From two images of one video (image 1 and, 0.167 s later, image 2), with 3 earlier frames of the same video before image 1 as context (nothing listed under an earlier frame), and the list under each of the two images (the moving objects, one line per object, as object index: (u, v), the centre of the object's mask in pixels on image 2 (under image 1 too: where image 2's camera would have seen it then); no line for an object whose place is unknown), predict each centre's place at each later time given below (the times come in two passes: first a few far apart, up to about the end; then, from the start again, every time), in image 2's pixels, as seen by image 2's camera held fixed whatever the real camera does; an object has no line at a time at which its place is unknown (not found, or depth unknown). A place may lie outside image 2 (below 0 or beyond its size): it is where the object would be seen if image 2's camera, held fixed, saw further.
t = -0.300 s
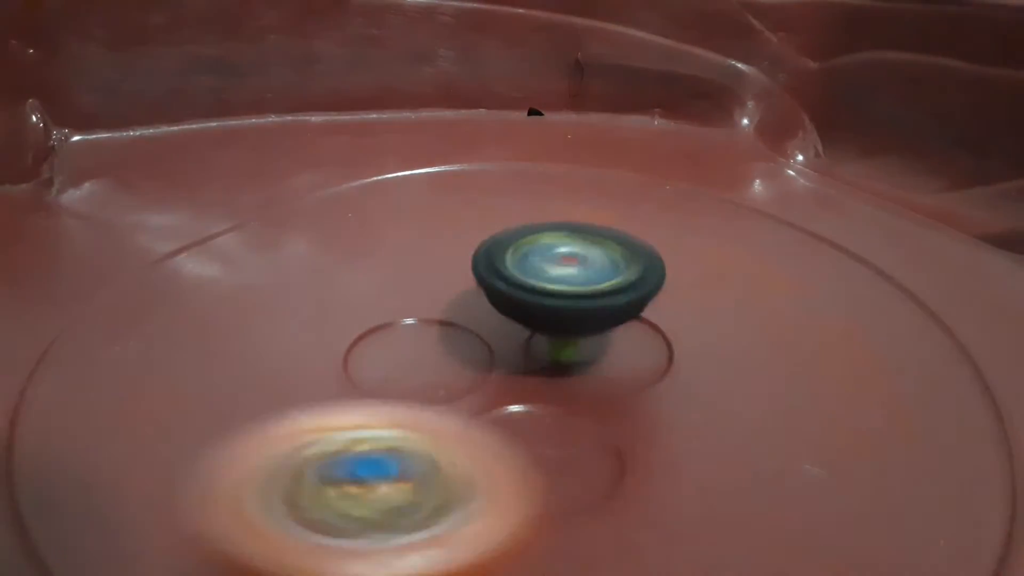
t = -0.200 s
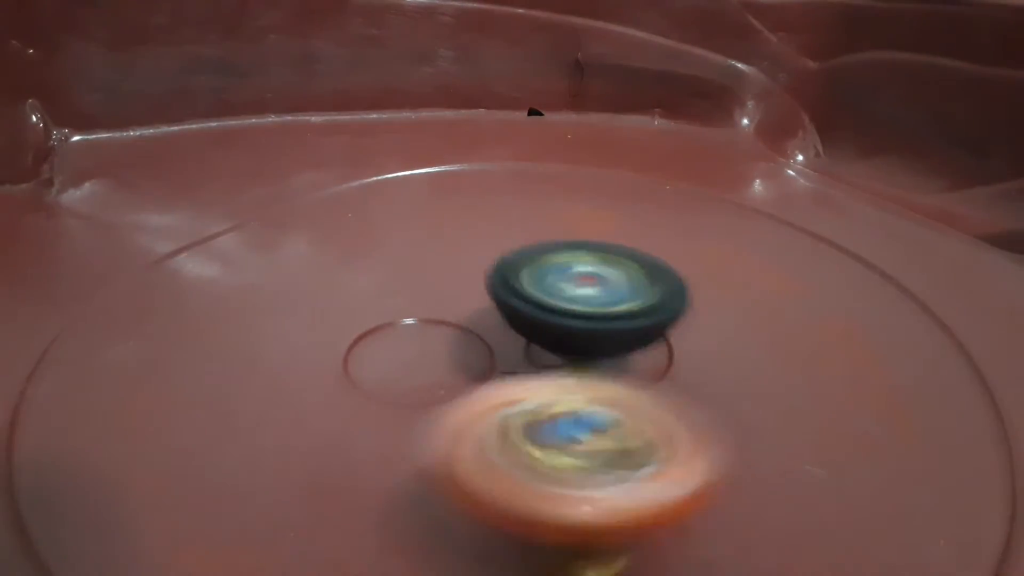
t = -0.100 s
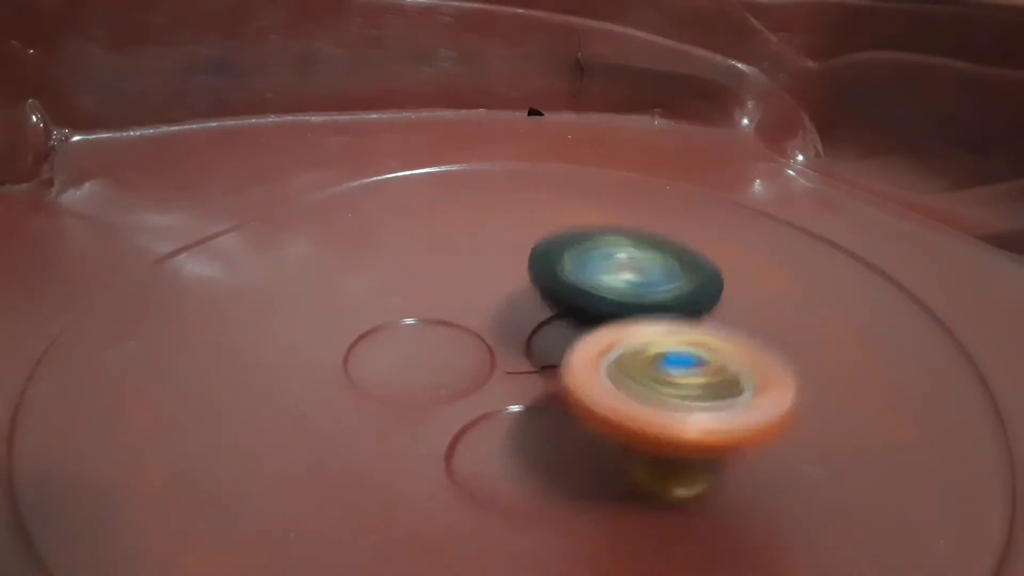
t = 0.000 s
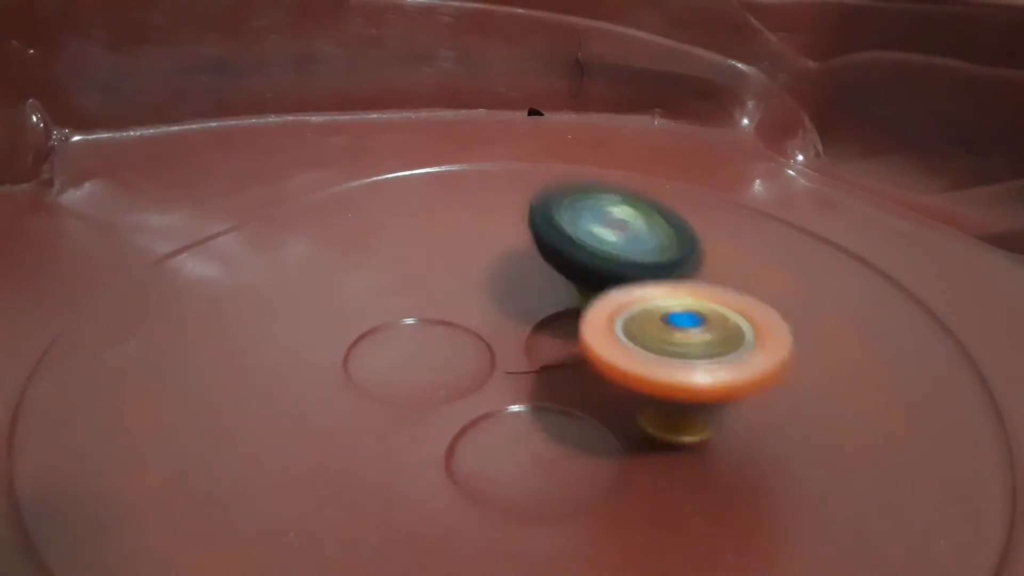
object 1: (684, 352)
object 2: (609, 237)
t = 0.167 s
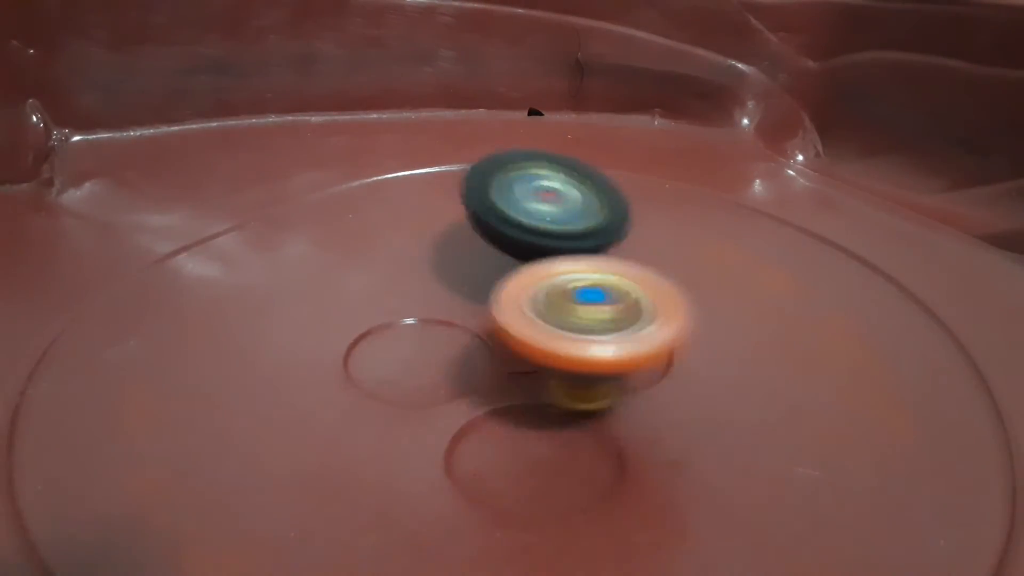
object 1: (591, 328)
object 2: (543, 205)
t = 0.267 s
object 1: (537, 328)
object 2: (516, 201)
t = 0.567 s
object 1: (633, 404)
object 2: (496, 239)
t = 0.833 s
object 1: (748, 309)
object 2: (552, 275)
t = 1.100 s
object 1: (915, 290)
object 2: (440, 239)
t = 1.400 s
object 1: (736, 368)
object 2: (363, 232)
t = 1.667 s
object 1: (579, 446)
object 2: (404, 301)
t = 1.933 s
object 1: (503, 407)
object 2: (428, 291)
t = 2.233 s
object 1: (556, 393)
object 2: (355, 263)
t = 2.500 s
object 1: (533, 363)
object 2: (356, 227)
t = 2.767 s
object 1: (588, 385)
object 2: (410, 232)
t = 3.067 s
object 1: (571, 401)
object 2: (453, 226)
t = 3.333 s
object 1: (484, 402)
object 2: (404, 280)
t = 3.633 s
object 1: (560, 410)
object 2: (394, 244)
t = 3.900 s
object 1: (489, 376)
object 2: (421, 209)
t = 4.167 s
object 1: (520, 369)
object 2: (473, 239)
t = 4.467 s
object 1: (567, 362)
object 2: (391, 293)
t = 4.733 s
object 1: (535, 414)
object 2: (352, 263)
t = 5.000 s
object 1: (523, 356)
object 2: (386, 247)
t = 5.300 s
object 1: (592, 371)
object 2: (385, 333)
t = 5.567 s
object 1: (561, 385)
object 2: (373, 315)
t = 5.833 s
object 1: (556, 377)
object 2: (434, 284)
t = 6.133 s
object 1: (514, 379)
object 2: (432, 282)
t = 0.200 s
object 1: (574, 328)
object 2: (533, 203)
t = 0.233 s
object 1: (554, 326)
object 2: (523, 202)
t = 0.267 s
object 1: (537, 328)
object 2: (516, 201)
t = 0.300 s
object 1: (513, 336)
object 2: (511, 201)
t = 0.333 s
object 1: (486, 353)
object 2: (508, 204)
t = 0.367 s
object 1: (468, 371)
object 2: (504, 206)
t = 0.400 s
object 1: (474, 394)
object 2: (501, 211)
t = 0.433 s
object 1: (498, 415)
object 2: (497, 214)
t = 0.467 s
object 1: (528, 425)
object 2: (494, 218)
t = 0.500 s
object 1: (563, 424)
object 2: (493, 224)
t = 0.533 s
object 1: (600, 416)
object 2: (494, 230)
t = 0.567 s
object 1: (633, 404)
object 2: (496, 239)
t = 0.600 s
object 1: (663, 391)
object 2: (501, 244)
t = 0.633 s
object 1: (684, 375)
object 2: (509, 252)
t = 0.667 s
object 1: (696, 356)
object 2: (519, 259)
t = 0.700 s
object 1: (701, 339)
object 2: (531, 267)
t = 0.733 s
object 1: (716, 329)
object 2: (539, 271)
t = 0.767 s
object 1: (732, 321)
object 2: (545, 272)
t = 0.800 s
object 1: (743, 314)
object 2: (547, 272)
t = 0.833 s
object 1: (748, 309)
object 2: (552, 275)
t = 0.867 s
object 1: (782, 306)
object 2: (541, 270)
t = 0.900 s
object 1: (820, 305)
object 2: (532, 255)
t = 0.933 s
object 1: (849, 302)
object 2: (520, 249)
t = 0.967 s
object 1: (873, 299)
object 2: (494, 256)
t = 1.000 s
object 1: (891, 296)
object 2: (481, 250)
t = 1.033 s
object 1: (906, 294)
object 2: (467, 246)
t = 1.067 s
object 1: (915, 292)
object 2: (454, 241)
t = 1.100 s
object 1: (915, 290)
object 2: (440, 239)
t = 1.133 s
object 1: (910, 291)
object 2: (427, 236)
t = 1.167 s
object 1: (899, 294)
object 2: (415, 233)
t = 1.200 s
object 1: (881, 301)
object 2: (405, 230)
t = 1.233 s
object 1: (861, 308)
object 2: (396, 228)
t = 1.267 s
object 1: (840, 317)
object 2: (388, 227)
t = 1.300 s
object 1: (816, 328)
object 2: (380, 227)
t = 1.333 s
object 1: (790, 342)
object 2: (373, 228)
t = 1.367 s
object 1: (763, 355)
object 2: (367, 230)
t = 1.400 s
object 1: (736, 368)
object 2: (363, 232)
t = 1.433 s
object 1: (709, 379)
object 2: (361, 236)
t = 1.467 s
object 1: (682, 391)
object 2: (362, 239)
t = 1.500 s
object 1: (659, 403)
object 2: (364, 244)
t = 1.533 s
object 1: (639, 413)
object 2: (372, 253)
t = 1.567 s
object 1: (622, 423)
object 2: (379, 259)
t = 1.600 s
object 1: (605, 432)
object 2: (388, 272)
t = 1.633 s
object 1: (591, 440)
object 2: (396, 288)
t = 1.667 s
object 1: (579, 446)
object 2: (404, 301)
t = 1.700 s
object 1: (568, 449)
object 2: (413, 308)
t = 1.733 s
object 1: (559, 449)
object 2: (423, 312)
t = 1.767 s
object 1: (549, 446)
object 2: (434, 312)
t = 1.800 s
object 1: (537, 441)
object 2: (446, 308)
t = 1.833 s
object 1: (526, 430)
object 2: (450, 303)
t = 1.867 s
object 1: (510, 421)
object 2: (442, 298)
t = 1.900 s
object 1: (500, 411)
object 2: (434, 295)
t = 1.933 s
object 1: (503, 407)
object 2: (428, 291)
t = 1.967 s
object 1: (520, 404)
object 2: (420, 287)
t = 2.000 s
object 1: (530, 393)
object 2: (412, 283)
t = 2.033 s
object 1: (540, 377)
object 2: (402, 283)
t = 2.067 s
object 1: (537, 367)
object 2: (390, 286)
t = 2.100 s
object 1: (535, 366)
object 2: (378, 286)
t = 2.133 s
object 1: (519, 366)
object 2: (367, 286)
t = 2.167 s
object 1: (520, 373)
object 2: (358, 283)
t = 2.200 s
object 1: (537, 386)
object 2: (354, 266)
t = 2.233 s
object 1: (556, 393)
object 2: (355, 263)
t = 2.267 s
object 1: (575, 393)
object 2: (357, 256)
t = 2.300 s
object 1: (593, 390)
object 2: (355, 250)
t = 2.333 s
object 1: (604, 379)
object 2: (353, 245)
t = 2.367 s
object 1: (598, 369)
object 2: (352, 241)
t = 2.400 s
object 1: (578, 361)
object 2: (352, 238)
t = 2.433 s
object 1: (557, 358)
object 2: (353, 234)
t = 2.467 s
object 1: (543, 359)
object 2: (354, 231)
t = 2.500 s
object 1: (533, 363)
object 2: (356, 227)
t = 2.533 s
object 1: (527, 370)
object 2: (361, 224)
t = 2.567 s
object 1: (514, 379)
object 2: (368, 218)
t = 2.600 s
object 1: (512, 388)
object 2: (373, 220)
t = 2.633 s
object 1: (521, 393)
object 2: (379, 220)
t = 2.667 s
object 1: (538, 397)
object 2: (386, 221)
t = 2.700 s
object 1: (558, 396)
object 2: (395, 223)
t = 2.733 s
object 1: (575, 392)
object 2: (402, 227)
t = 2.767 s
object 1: (588, 385)
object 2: (410, 232)
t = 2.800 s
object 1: (594, 372)
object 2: (418, 239)
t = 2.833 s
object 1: (588, 359)
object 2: (425, 246)
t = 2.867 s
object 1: (572, 352)
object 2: (444, 238)
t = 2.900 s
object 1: (555, 353)
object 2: (452, 242)
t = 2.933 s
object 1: (554, 383)
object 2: (454, 237)
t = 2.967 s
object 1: (564, 399)
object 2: (446, 239)
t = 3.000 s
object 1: (573, 407)
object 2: (458, 222)
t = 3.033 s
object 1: (576, 405)
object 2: (458, 223)
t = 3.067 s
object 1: (571, 401)
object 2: (453, 226)
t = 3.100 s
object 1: (562, 393)
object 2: (450, 231)
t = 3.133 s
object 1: (555, 382)
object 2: (449, 238)
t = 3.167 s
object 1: (548, 374)
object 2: (449, 241)
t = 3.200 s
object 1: (541, 370)
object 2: (449, 246)
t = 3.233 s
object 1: (515, 376)
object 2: (447, 252)
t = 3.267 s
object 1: (496, 384)
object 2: (438, 256)
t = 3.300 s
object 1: (481, 393)
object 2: (412, 272)
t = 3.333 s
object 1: (484, 402)
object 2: (404, 280)
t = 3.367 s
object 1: (506, 409)
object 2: (399, 288)
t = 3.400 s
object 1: (529, 409)
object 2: (398, 296)
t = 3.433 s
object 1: (539, 400)
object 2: (399, 302)
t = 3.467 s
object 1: (544, 390)
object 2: (397, 306)
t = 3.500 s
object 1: (543, 385)
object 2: (391, 304)
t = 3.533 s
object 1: (542, 382)
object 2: (391, 301)
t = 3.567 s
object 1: (539, 405)
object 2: (389, 281)
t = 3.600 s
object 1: (549, 412)
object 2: (391, 260)
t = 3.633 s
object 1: (560, 410)
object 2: (394, 244)
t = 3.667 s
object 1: (567, 407)
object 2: (397, 238)
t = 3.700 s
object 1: (569, 400)
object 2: (398, 231)
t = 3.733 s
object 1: (569, 391)
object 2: (398, 223)
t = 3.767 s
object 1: (563, 384)
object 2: (400, 218)
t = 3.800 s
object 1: (554, 381)
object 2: (403, 213)
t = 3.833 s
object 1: (539, 376)
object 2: (408, 210)
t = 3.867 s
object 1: (507, 379)
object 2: (414, 209)
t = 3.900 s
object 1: (489, 376)
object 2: (421, 209)
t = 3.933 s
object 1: (475, 377)
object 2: (429, 211)
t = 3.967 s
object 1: (486, 384)
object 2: (438, 215)
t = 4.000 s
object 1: (504, 388)
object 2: (444, 221)
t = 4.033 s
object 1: (524, 383)
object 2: (451, 229)
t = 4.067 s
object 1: (537, 373)
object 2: (456, 236)
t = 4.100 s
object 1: (531, 366)
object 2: (463, 235)
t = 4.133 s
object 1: (523, 358)
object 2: (467, 240)
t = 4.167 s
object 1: (520, 369)
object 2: (473, 239)
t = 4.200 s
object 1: (525, 381)
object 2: (465, 251)
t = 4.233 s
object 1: (536, 388)
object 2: (467, 254)
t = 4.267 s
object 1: (551, 394)
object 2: (476, 251)
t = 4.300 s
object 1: (567, 396)
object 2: (472, 250)
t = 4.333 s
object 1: (585, 396)
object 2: (463, 255)
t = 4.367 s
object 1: (599, 390)
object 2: (438, 278)
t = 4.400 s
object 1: (597, 380)
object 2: (419, 284)
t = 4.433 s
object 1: (581, 371)
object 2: (402, 290)
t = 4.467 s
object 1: (567, 362)
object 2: (391, 293)
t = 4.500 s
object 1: (554, 361)
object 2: (381, 296)
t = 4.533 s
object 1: (541, 361)
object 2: (370, 297)
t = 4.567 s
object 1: (517, 363)
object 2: (363, 294)
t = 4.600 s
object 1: (498, 376)
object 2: (348, 297)
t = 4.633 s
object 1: (499, 393)
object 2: (357, 283)
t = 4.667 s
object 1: (503, 404)
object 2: (357, 276)
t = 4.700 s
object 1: (515, 412)
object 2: (357, 268)
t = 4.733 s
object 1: (535, 414)
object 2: (352, 263)
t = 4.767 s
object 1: (550, 413)
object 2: (350, 256)
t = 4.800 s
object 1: (562, 399)
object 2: (357, 246)
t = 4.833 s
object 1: (565, 391)
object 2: (361, 240)
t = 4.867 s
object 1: (564, 382)
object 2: (367, 238)
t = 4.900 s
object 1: (556, 375)
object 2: (373, 234)
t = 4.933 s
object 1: (547, 368)
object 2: (374, 243)
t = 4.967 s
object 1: (539, 361)
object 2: (382, 245)
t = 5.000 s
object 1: (523, 356)
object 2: (386, 247)
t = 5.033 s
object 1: (513, 357)
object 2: (392, 249)
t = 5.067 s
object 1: (509, 373)
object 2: (398, 257)
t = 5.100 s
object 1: (513, 378)
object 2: (404, 266)
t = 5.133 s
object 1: (524, 385)
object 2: (407, 278)
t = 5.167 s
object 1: (528, 383)
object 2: (405, 293)
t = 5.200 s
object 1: (546, 380)
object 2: (399, 310)
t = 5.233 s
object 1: (566, 379)
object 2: (399, 322)
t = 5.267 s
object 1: (585, 376)
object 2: (394, 331)
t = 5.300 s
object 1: (592, 371)
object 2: (385, 333)
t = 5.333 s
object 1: (593, 367)
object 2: (378, 332)
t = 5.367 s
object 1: (582, 368)
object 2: (376, 330)
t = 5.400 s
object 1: (569, 369)
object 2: (372, 329)
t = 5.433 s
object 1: (567, 370)
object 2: (370, 327)
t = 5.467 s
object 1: (561, 374)
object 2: (368, 323)
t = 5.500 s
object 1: (562, 380)
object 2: (368, 322)
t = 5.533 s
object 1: (562, 382)
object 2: (369, 317)
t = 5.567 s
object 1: (561, 385)
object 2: (373, 315)
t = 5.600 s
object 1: (559, 388)
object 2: (379, 312)
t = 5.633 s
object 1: (557, 389)
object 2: (388, 310)
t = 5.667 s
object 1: (558, 393)
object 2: (395, 311)
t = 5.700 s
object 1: (559, 387)
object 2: (399, 311)
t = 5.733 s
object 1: (554, 390)
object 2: (409, 306)
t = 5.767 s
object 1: (561, 384)
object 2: (416, 303)
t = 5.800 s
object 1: (556, 380)
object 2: (427, 291)
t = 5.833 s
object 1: (556, 377)
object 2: (434, 284)
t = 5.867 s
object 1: (555, 370)
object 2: (438, 277)
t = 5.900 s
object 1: (553, 365)
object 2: (441, 274)
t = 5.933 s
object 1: (550, 359)
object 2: (440, 274)
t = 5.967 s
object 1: (545, 354)
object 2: (438, 274)
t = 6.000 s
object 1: (528, 353)
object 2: (433, 273)
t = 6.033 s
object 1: (519, 357)
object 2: (431, 276)
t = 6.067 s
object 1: (517, 362)
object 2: (429, 281)
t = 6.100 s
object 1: (517, 371)
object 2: (427, 283)
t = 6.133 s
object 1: (514, 379)
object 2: (432, 282)
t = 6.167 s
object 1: (519, 384)
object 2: (433, 287)
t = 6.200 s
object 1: (532, 390)
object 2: (433, 294)
